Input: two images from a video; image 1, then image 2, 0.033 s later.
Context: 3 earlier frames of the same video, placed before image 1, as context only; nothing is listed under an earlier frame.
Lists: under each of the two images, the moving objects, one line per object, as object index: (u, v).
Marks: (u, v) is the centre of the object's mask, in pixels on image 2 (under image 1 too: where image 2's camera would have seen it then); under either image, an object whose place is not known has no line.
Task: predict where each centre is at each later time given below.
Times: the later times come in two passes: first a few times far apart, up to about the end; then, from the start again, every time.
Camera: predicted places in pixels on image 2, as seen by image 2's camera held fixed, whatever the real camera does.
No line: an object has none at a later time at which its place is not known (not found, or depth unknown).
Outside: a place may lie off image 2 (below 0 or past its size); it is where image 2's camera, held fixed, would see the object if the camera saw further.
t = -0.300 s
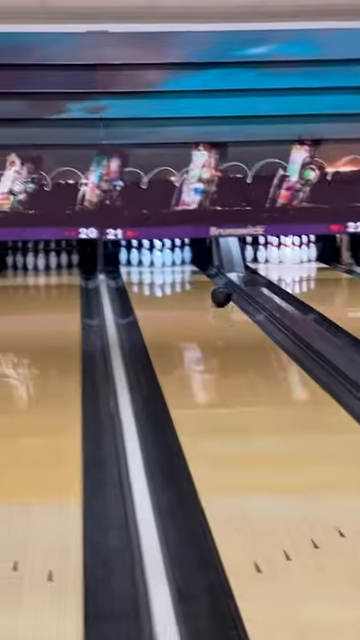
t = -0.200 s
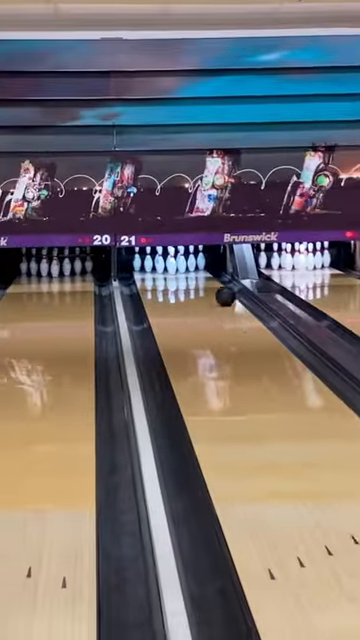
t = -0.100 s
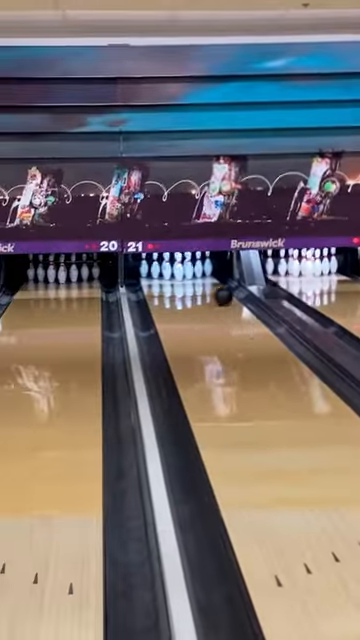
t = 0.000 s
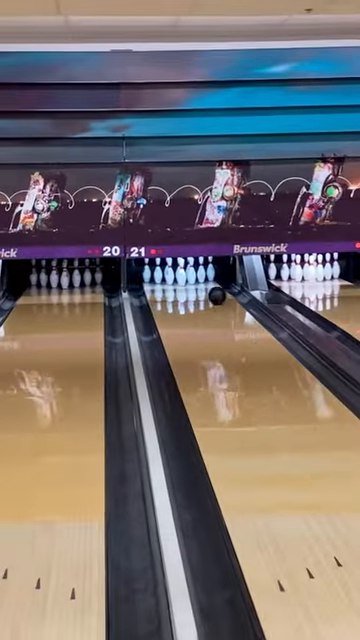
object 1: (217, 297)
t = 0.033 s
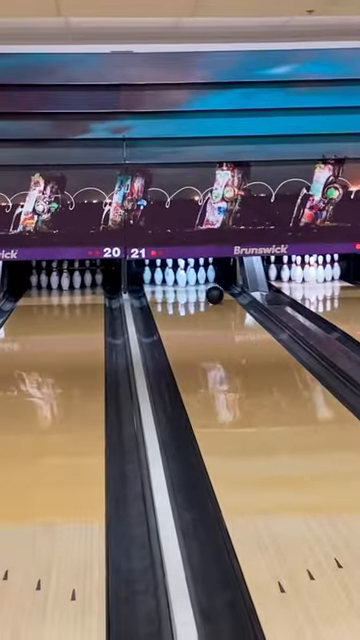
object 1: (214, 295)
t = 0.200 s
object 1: (201, 289)
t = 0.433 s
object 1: (184, 281)
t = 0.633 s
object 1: (171, 277)
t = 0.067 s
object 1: (212, 294)
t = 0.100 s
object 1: (208, 293)
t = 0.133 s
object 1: (206, 291)
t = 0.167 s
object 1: (203, 290)
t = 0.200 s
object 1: (201, 289)
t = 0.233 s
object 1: (197, 288)
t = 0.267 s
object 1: (195, 286)
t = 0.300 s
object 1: (192, 286)
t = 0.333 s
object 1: (190, 285)
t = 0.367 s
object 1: (187, 284)
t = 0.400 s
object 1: (186, 283)
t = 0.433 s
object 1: (184, 281)
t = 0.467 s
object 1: (182, 281)
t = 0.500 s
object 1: (179, 280)
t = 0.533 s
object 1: (177, 280)
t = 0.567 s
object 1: (172, 279)
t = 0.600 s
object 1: (170, 278)
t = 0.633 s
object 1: (171, 277)
